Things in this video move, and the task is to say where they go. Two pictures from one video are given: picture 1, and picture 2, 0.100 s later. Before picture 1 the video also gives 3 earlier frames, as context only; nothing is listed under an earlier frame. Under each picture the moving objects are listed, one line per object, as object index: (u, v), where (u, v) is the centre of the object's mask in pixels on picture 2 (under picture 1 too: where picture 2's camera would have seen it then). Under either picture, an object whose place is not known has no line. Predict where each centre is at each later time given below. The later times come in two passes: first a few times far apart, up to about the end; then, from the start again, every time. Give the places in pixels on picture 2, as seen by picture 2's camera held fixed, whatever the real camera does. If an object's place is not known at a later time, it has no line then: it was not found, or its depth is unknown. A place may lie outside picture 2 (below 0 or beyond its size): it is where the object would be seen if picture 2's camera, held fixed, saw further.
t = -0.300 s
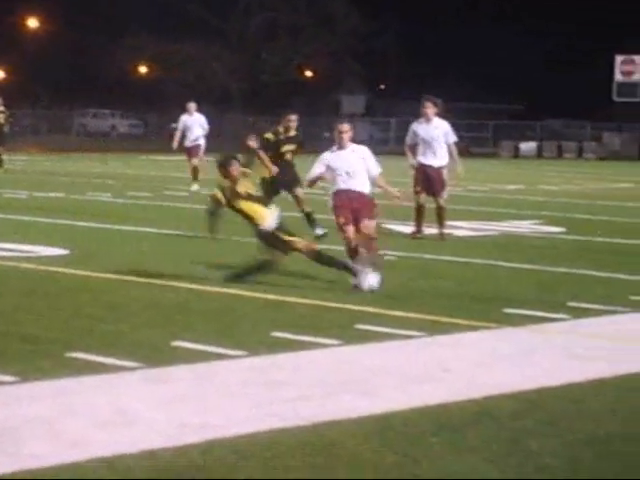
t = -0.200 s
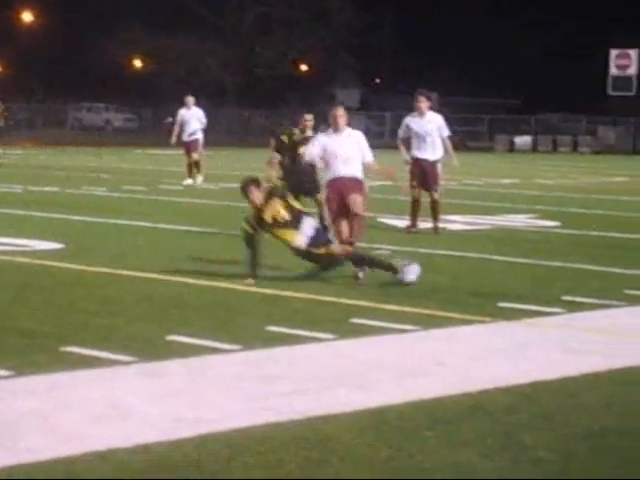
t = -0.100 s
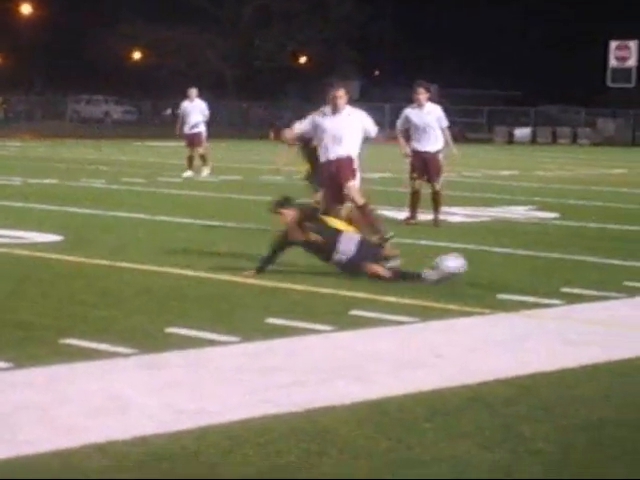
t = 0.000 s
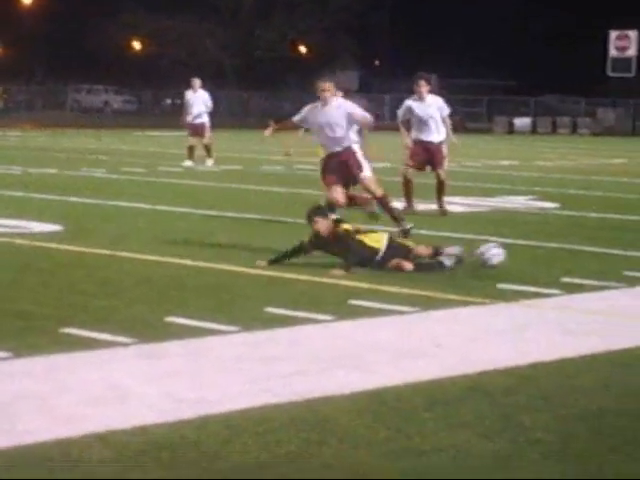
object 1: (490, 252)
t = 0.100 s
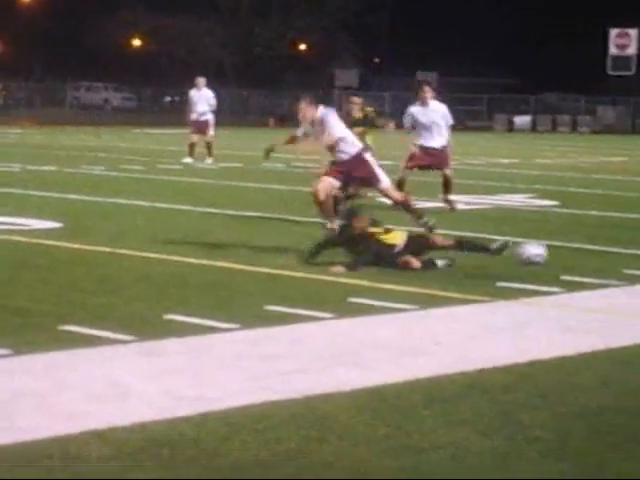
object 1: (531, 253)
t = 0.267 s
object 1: (593, 253)
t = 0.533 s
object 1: (682, 253)
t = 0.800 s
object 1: (766, 253)
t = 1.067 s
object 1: (843, 253)
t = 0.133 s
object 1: (543, 254)
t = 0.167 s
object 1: (556, 253)
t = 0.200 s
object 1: (569, 253)
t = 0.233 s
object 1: (581, 254)
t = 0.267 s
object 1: (593, 253)
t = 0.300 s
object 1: (605, 254)
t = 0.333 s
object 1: (616, 253)
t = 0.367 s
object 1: (628, 253)
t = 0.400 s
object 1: (639, 254)
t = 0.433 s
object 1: (650, 253)
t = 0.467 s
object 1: (661, 253)
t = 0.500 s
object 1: (671, 253)
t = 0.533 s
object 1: (682, 253)
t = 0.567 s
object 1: (693, 253)
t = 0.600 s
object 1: (704, 254)
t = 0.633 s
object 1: (714, 253)
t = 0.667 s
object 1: (725, 253)
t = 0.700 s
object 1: (734, 253)
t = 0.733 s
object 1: (745, 253)
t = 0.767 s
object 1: (756, 253)
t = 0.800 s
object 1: (766, 253)
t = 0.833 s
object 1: (775, 253)
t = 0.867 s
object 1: (785, 253)
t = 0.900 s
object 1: (794, 254)
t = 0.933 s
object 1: (805, 253)
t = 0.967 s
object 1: (815, 253)
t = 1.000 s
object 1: (825, 253)
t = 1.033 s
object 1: (835, 253)
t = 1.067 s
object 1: (843, 253)
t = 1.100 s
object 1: (853, 254)
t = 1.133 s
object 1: (862, 253)
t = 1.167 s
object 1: (870, 253)
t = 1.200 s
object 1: (881, 253)
